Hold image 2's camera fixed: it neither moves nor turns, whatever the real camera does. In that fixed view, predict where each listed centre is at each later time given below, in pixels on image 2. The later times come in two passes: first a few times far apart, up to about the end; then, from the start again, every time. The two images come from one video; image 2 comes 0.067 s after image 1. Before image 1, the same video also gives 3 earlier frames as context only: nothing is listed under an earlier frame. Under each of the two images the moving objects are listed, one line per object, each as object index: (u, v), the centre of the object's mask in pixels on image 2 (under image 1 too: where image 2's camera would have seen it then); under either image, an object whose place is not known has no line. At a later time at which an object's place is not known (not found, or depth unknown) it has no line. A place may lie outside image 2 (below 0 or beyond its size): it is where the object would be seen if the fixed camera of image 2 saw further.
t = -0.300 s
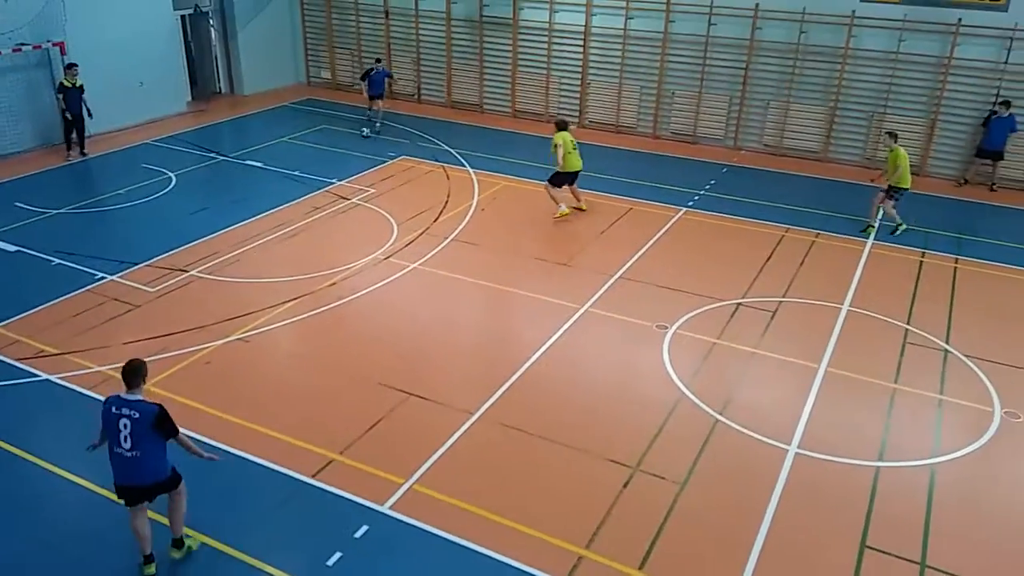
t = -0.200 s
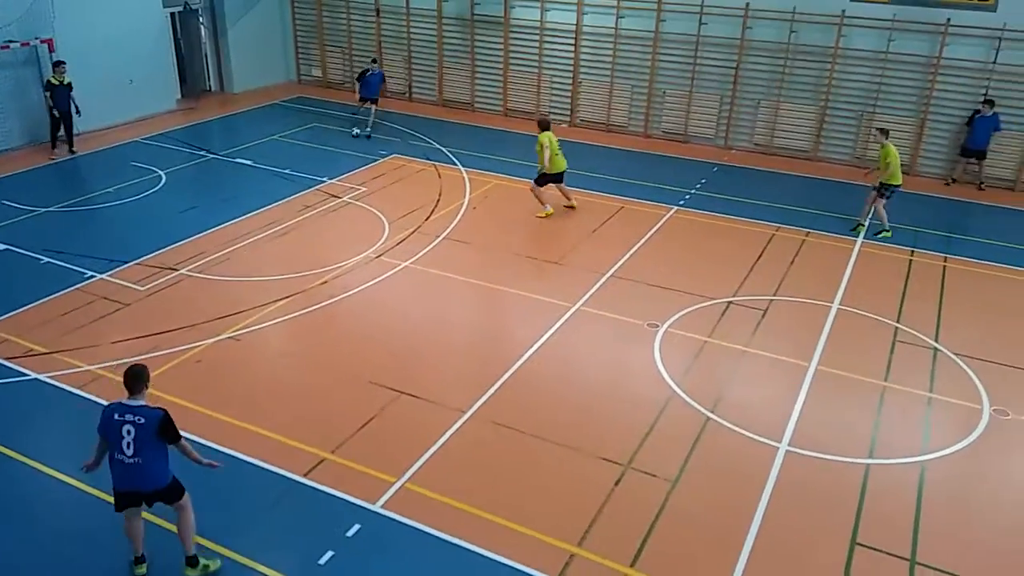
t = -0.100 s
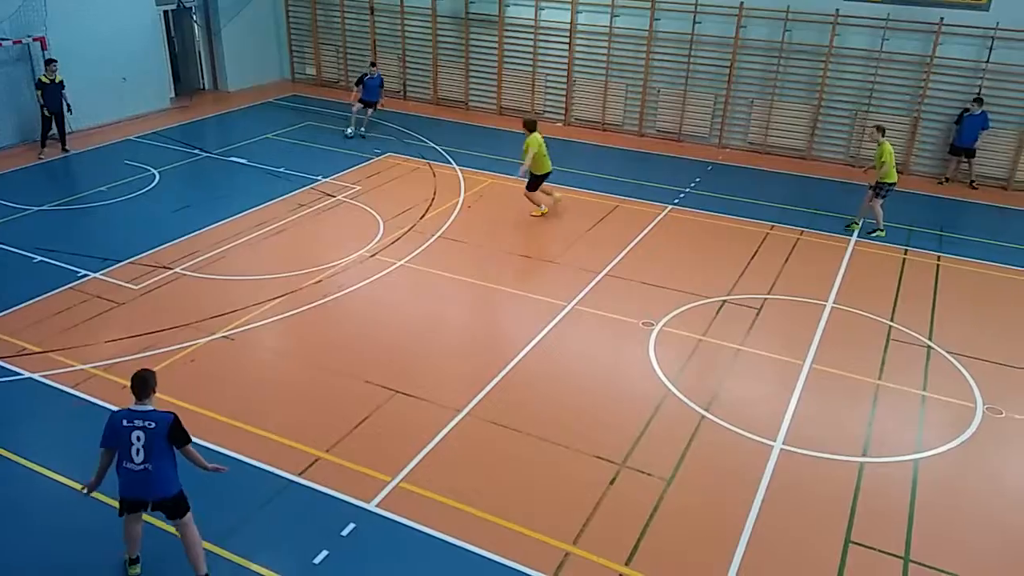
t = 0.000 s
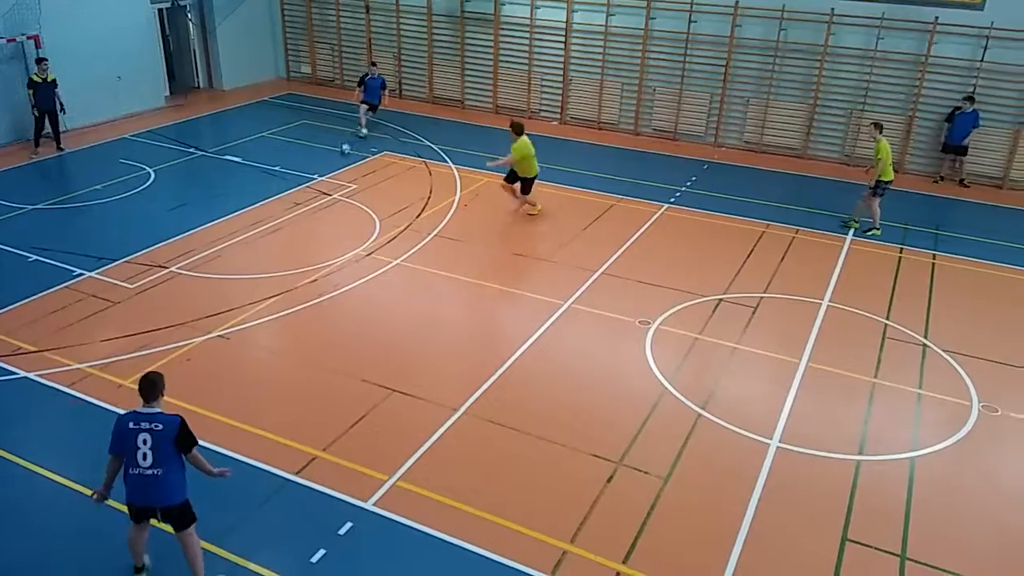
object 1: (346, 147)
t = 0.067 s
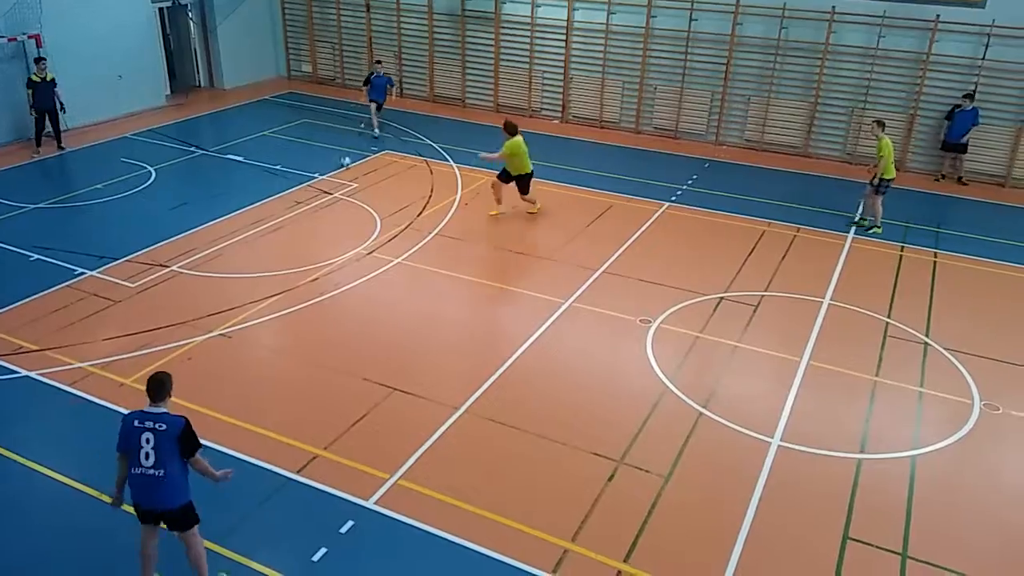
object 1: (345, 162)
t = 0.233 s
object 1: (346, 201)
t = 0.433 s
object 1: (346, 260)
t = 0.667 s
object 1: (344, 344)
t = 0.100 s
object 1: (345, 171)
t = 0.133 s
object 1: (347, 176)
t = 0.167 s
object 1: (345, 185)
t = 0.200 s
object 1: (346, 194)
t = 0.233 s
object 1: (346, 201)
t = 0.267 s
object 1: (345, 211)
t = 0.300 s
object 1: (346, 219)
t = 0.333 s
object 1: (346, 229)
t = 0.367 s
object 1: (345, 238)
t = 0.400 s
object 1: (347, 249)
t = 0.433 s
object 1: (346, 260)
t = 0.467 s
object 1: (345, 270)
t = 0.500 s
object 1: (345, 281)
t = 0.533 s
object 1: (345, 293)
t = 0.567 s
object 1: (345, 305)
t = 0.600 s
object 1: (344, 317)
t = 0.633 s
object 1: (344, 330)
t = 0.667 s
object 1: (344, 344)
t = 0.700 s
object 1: (344, 358)
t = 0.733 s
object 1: (344, 371)
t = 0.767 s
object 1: (344, 388)
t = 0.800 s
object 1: (344, 403)
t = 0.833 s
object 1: (343, 420)
